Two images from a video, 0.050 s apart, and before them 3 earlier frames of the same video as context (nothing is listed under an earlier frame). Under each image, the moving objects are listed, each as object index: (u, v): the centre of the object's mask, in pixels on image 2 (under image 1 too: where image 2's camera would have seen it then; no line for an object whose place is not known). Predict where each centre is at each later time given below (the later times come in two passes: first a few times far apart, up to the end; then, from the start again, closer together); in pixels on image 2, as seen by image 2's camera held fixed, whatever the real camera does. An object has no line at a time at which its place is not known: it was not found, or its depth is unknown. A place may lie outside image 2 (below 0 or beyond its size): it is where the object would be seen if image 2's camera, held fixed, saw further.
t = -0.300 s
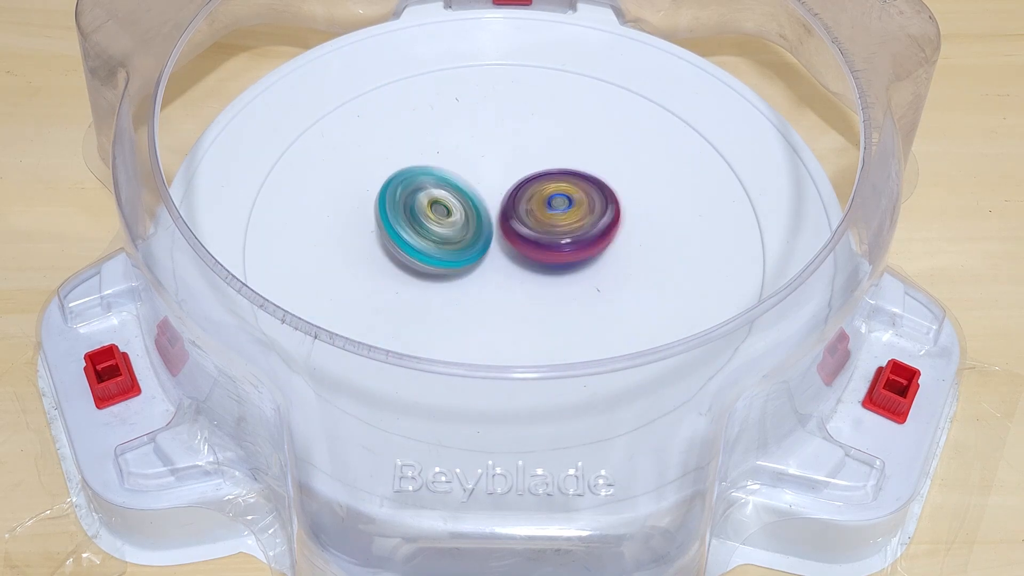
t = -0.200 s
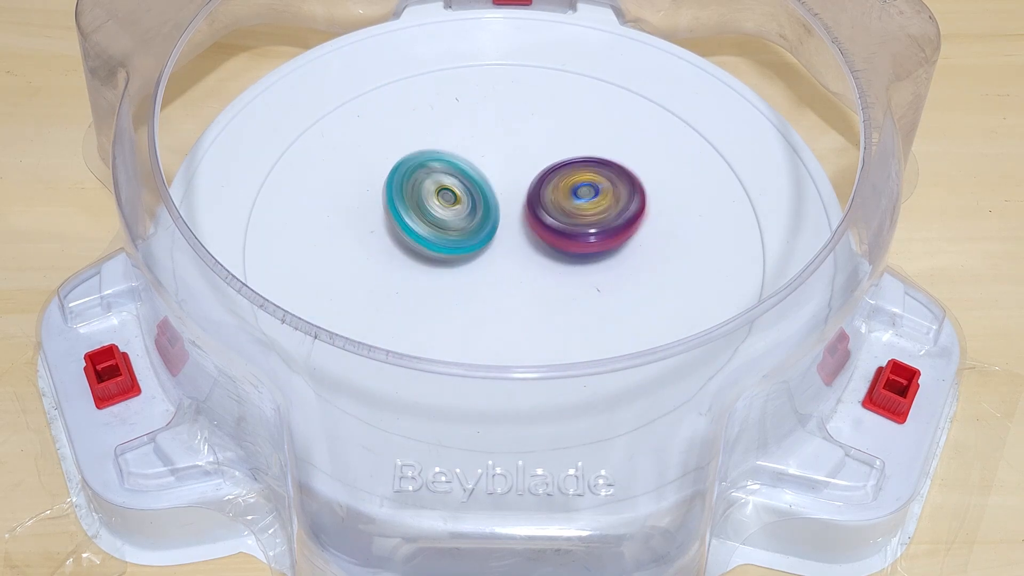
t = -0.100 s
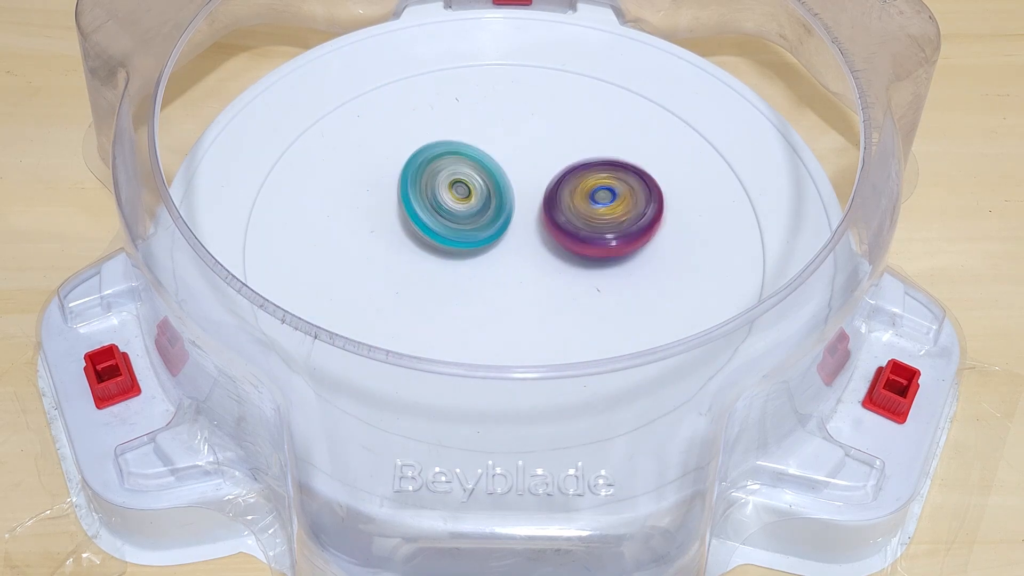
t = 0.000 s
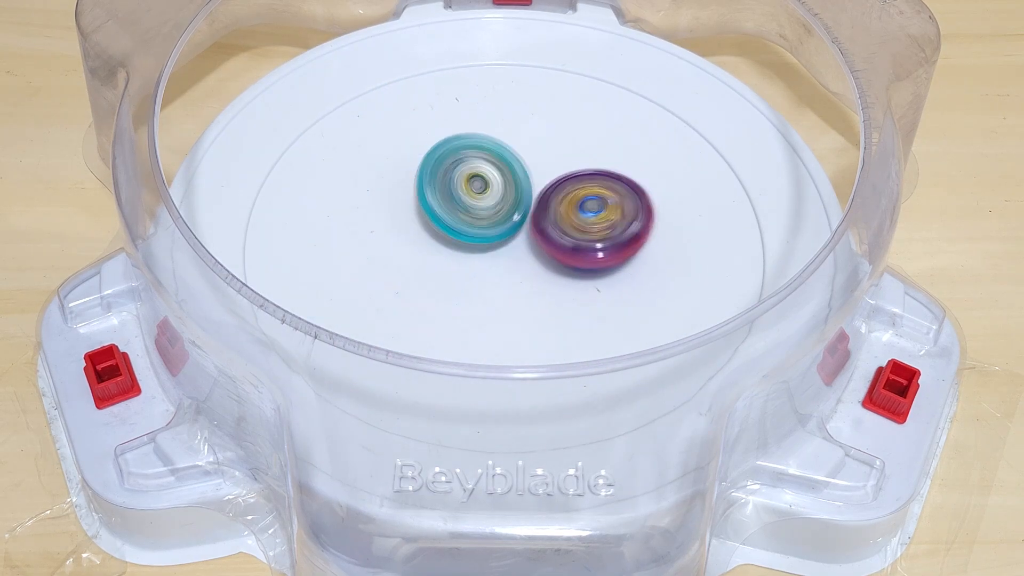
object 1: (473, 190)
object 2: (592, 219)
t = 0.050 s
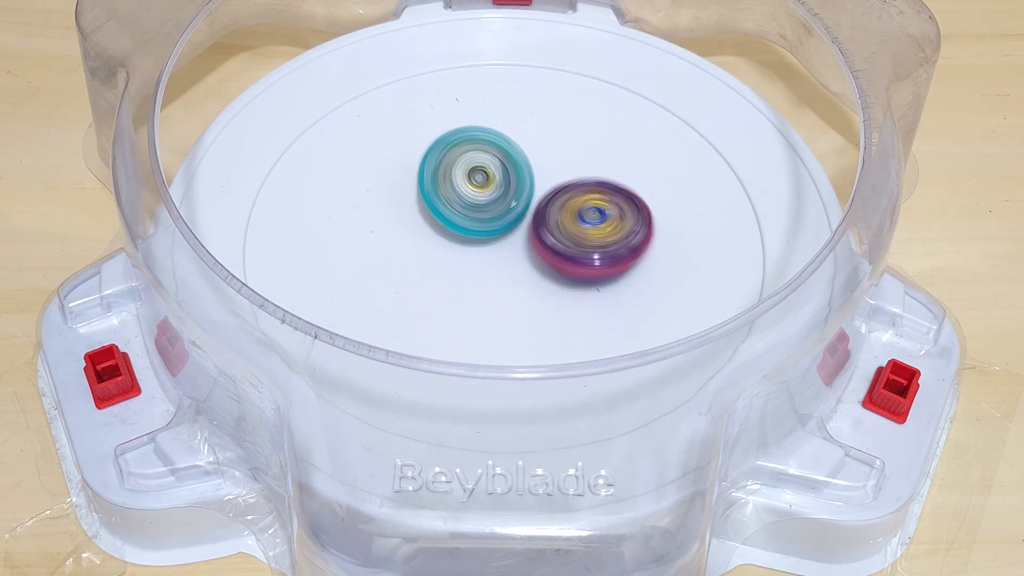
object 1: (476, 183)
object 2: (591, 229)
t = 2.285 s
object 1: (497, 170)
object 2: (460, 271)
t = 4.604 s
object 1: (555, 173)
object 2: (416, 246)
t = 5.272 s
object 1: (544, 175)
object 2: (453, 243)
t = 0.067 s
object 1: (476, 178)
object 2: (595, 234)
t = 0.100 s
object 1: (477, 172)
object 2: (596, 245)
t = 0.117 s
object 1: (477, 170)
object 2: (595, 250)
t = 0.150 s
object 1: (479, 167)
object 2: (591, 262)
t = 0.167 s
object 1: (481, 166)
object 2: (585, 268)
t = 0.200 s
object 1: (483, 166)
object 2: (575, 276)
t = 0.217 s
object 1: (482, 166)
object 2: (569, 279)
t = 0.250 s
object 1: (483, 167)
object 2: (551, 284)
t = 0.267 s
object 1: (484, 168)
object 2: (543, 285)
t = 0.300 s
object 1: (485, 170)
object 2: (526, 284)
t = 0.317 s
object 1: (486, 170)
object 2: (516, 281)
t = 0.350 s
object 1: (489, 170)
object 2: (499, 273)
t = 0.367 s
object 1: (490, 170)
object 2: (490, 268)
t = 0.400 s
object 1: (495, 167)
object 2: (476, 258)
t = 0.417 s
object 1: (501, 166)
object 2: (468, 260)
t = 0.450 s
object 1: (517, 151)
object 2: (439, 277)
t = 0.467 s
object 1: (525, 144)
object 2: (426, 283)
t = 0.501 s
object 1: (540, 133)
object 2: (402, 292)
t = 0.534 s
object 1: (550, 129)
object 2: (379, 292)
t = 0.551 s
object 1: (553, 128)
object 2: (368, 290)
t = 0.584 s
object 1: (555, 132)
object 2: (348, 287)
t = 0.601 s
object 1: (555, 135)
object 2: (336, 284)
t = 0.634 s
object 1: (555, 142)
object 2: (316, 277)
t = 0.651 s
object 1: (554, 145)
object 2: (308, 273)
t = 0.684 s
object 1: (553, 152)
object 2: (295, 265)
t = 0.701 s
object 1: (552, 156)
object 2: (290, 260)
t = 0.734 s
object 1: (550, 164)
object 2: (285, 252)
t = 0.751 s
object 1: (549, 168)
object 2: (286, 249)
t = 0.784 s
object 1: (546, 176)
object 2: (293, 238)
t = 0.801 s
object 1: (545, 179)
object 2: (300, 232)
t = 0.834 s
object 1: (541, 186)
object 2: (316, 223)
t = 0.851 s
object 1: (539, 191)
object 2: (326, 217)
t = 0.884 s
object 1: (535, 200)
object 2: (349, 211)
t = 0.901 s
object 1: (533, 205)
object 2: (361, 208)
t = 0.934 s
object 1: (527, 216)
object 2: (388, 205)
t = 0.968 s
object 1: (522, 228)
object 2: (412, 203)
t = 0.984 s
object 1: (528, 237)
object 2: (412, 196)
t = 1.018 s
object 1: (543, 256)
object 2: (410, 185)
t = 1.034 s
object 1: (548, 265)
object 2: (410, 179)
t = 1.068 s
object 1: (556, 281)
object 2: (414, 169)
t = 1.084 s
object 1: (560, 287)
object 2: (419, 165)
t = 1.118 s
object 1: (560, 296)
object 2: (430, 158)
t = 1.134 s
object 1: (558, 300)
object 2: (439, 153)
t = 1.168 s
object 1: (553, 303)
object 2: (457, 148)
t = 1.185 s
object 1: (551, 305)
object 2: (466, 147)
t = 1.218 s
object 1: (546, 306)
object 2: (487, 145)
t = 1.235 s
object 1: (544, 306)
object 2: (496, 146)
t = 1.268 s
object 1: (539, 306)
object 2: (516, 150)
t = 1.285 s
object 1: (537, 305)
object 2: (525, 153)
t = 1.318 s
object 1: (533, 303)
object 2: (544, 159)
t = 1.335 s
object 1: (531, 302)
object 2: (553, 165)
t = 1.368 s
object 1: (528, 299)
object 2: (567, 176)
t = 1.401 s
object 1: (524, 296)
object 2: (581, 188)
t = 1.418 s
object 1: (522, 294)
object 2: (587, 196)
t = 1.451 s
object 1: (518, 290)
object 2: (595, 211)
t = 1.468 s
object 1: (513, 287)
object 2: (599, 218)
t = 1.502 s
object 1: (505, 283)
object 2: (603, 231)
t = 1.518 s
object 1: (494, 282)
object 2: (611, 235)
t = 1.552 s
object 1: (478, 280)
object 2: (624, 241)
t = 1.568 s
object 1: (472, 278)
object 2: (628, 245)
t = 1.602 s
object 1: (465, 273)
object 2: (633, 257)
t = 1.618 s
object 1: (463, 270)
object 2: (633, 262)
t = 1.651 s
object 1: (459, 263)
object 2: (632, 274)
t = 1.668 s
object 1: (458, 259)
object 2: (628, 280)
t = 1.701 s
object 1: (455, 250)
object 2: (617, 290)
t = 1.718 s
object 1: (455, 244)
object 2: (610, 294)
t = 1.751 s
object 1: (452, 235)
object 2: (592, 300)
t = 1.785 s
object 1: (450, 227)
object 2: (572, 302)
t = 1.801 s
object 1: (451, 222)
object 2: (561, 302)
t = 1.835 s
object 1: (451, 213)
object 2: (541, 298)
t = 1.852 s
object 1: (451, 208)
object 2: (531, 295)
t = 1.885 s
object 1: (452, 198)
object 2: (513, 285)
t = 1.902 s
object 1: (452, 193)
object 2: (506, 280)
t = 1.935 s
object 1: (453, 182)
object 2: (495, 273)
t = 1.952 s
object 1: (454, 178)
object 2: (493, 273)
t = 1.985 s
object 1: (455, 173)
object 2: (486, 272)
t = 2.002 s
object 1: (458, 171)
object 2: (482, 272)
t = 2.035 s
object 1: (463, 168)
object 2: (477, 269)
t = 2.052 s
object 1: (465, 167)
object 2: (473, 266)
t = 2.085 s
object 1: (471, 166)
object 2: (471, 262)
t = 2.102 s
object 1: (473, 165)
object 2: (470, 259)
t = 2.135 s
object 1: (477, 163)
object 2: (469, 254)
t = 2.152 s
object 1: (479, 162)
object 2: (468, 253)
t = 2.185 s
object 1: (485, 162)
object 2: (467, 258)
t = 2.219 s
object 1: (489, 165)
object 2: (466, 265)
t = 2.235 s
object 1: (491, 166)
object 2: (464, 267)
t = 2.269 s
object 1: (495, 168)
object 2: (462, 270)
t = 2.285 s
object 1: (497, 170)
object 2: (460, 271)
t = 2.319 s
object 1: (501, 173)
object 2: (459, 273)
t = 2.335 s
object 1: (504, 175)
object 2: (457, 273)
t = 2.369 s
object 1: (509, 179)
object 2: (456, 273)
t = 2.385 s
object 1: (513, 182)
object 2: (455, 272)
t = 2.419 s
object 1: (519, 186)
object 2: (454, 269)
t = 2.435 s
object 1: (522, 189)
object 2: (454, 267)
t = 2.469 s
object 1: (531, 191)
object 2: (447, 275)
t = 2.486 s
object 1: (537, 186)
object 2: (442, 281)
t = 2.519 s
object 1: (547, 181)
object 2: (430, 291)
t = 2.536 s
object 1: (551, 179)
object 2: (425, 293)
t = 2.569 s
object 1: (555, 179)
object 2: (413, 297)
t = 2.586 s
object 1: (557, 180)
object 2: (406, 298)
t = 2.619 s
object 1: (558, 183)
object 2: (394, 297)
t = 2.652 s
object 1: (556, 187)
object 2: (383, 294)
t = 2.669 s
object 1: (555, 189)
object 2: (378, 292)
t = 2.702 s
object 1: (552, 193)
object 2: (372, 285)
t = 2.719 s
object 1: (551, 195)
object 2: (372, 281)
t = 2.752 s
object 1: (548, 199)
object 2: (375, 271)
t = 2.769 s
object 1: (546, 200)
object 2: (378, 266)
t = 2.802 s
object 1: (542, 203)
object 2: (388, 258)
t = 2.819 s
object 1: (540, 204)
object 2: (394, 254)
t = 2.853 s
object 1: (536, 208)
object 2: (409, 248)
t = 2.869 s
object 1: (533, 209)
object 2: (416, 242)
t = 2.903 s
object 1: (541, 207)
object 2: (419, 240)
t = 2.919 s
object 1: (549, 206)
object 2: (421, 238)
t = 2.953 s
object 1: (559, 205)
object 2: (430, 235)
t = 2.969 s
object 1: (562, 204)
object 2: (437, 232)
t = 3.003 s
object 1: (566, 204)
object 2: (448, 229)
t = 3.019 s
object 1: (573, 202)
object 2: (450, 228)
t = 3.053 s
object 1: (584, 200)
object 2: (454, 227)
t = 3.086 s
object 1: (589, 199)
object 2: (465, 226)
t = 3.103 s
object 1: (589, 198)
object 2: (470, 226)
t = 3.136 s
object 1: (594, 197)
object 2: (475, 228)
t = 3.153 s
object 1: (596, 196)
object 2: (475, 230)
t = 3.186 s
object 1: (600, 195)
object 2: (472, 232)
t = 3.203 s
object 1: (600, 194)
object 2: (469, 234)
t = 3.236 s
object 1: (601, 192)
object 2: (466, 237)
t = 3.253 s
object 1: (601, 192)
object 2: (465, 237)
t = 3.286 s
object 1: (601, 190)
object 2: (461, 237)
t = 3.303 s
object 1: (601, 190)
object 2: (460, 237)
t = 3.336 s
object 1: (601, 189)
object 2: (457, 237)
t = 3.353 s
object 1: (601, 189)
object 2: (456, 237)
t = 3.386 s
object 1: (600, 190)
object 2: (454, 236)
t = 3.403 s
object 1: (600, 190)
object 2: (454, 235)
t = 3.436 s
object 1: (598, 191)
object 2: (454, 233)
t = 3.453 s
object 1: (597, 191)
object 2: (454, 232)
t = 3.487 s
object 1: (595, 192)
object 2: (457, 232)
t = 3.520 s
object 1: (593, 193)
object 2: (458, 230)
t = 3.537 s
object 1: (593, 193)
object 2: (460, 230)
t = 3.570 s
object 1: (589, 195)
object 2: (463, 228)
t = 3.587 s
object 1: (588, 195)
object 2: (464, 228)
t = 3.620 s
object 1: (585, 197)
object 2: (467, 227)
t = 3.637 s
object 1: (593, 194)
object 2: (462, 229)
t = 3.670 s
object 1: (601, 192)
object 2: (453, 233)
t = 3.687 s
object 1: (604, 192)
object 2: (449, 234)
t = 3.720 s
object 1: (602, 192)
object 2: (445, 235)
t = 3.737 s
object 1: (601, 192)
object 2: (444, 235)
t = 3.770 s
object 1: (599, 192)
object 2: (439, 235)
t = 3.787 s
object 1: (598, 193)
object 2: (439, 236)
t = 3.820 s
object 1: (596, 192)
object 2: (437, 236)
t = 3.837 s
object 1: (595, 193)
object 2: (437, 235)
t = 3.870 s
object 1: (592, 193)
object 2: (437, 235)
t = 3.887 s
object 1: (591, 194)
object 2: (437, 235)
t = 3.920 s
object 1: (587, 194)
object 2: (438, 235)
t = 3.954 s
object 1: (584, 196)
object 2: (440, 233)
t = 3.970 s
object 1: (582, 196)
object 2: (442, 232)
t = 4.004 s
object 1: (578, 196)
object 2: (448, 231)
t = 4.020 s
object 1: (576, 197)
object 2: (450, 231)
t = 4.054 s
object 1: (573, 197)
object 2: (457, 231)
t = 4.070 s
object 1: (573, 197)
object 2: (457, 231)
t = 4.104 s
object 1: (579, 192)
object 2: (453, 234)
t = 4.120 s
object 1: (579, 193)
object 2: (452, 235)
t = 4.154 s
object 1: (578, 193)
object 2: (451, 237)
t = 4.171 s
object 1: (576, 193)
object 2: (450, 238)
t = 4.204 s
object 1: (572, 192)
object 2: (450, 239)
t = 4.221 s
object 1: (570, 192)
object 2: (450, 240)
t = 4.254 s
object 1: (566, 191)
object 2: (451, 241)
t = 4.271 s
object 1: (565, 190)
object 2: (452, 241)
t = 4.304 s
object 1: (561, 189)
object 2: (454, 241)
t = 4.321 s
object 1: (559, 189)
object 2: (455, 242)
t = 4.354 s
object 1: (558, 187)
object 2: (454, 243)
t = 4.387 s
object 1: (563, 181)
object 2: (446, 248)
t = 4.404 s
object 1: (566, 179)
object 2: (442, 249)
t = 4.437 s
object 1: (567, 176)
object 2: (434, 253)
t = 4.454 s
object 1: (567, 176)
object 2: (430, 254)
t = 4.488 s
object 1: (564, 175)
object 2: (423, 254)
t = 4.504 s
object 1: (563, 175)
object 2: (421, 254)
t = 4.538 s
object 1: (560, 174)
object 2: (417, 252)
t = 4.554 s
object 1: (559, 174)
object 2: (415, 251)
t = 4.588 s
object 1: (556, 173)
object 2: (414, 248)
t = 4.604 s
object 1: (555, 173)
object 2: (416, 246)
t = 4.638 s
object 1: (553, 172)
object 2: (418, 242)
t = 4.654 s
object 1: (552, 172)
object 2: (420, 240)
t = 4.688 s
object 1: (550, 172)
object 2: (427, 237)
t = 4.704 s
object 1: (549, 172)
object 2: (429, 235)
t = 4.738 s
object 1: (546, 172)
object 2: (439, 233)
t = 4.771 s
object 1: (545, 172)
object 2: (448, 231)
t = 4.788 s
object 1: (548, 171)
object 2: (446, 235)
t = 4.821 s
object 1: (561, 162)
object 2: (440, 242)
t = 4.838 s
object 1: (563, 161)
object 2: (436, 246)
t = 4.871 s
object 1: (566, 160)
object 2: (430, 251)
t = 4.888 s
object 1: (565, 160)
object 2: (428, 252)
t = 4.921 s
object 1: (564, 160)
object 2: (423, 255)
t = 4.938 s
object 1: (563, 161)
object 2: (422, 256)
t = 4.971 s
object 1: (562, 161)
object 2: (420, 257)
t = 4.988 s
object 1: (561, 162)
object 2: (419, 258)
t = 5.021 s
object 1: (560, 163)
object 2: (418, 258)
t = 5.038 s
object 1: (559, 164)
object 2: (418, 258)
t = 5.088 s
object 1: (558, 165)
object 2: (419, 256)
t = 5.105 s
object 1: (557, 166)
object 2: (421, 255)
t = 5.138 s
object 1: (555, 168)
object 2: (425, 254)
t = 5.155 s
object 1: (554, 169)
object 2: (428, 253)
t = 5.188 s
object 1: (551, 170)
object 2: (432, 250)
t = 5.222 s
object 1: (549, 172)
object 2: (441, 248)
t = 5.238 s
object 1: (547, 173)
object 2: (444, 247)
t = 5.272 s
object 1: (544, 175)
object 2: (453, 243)
